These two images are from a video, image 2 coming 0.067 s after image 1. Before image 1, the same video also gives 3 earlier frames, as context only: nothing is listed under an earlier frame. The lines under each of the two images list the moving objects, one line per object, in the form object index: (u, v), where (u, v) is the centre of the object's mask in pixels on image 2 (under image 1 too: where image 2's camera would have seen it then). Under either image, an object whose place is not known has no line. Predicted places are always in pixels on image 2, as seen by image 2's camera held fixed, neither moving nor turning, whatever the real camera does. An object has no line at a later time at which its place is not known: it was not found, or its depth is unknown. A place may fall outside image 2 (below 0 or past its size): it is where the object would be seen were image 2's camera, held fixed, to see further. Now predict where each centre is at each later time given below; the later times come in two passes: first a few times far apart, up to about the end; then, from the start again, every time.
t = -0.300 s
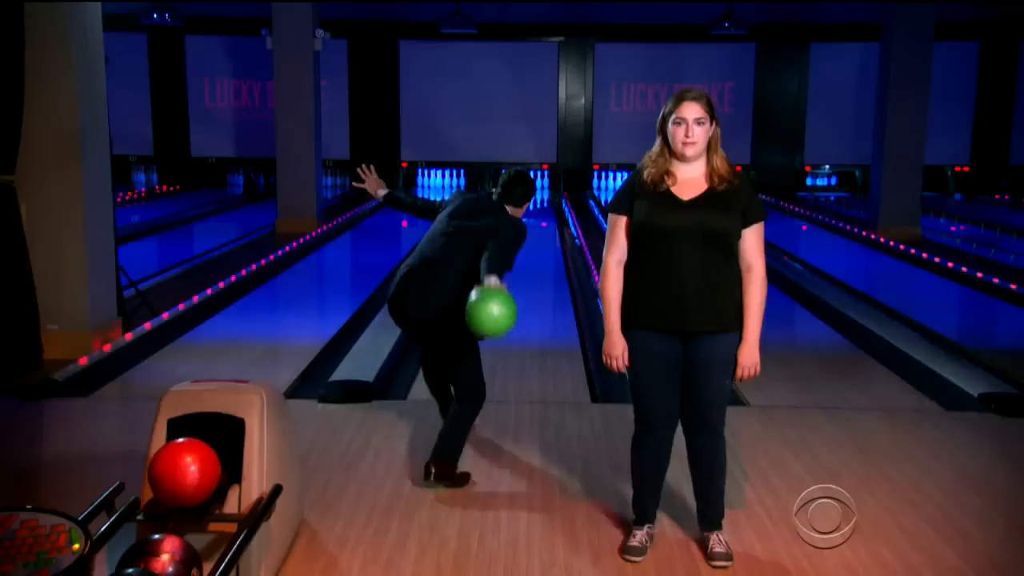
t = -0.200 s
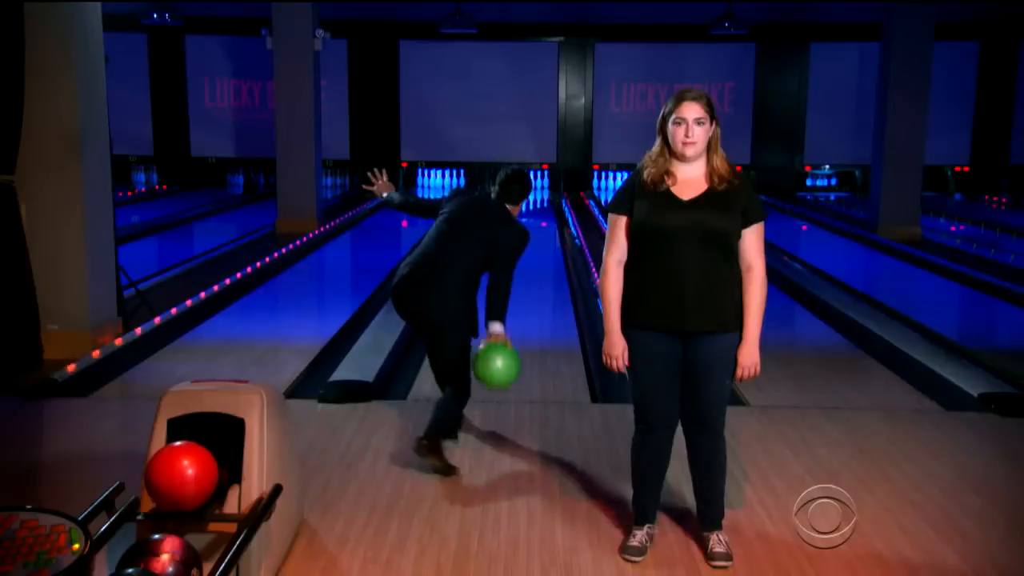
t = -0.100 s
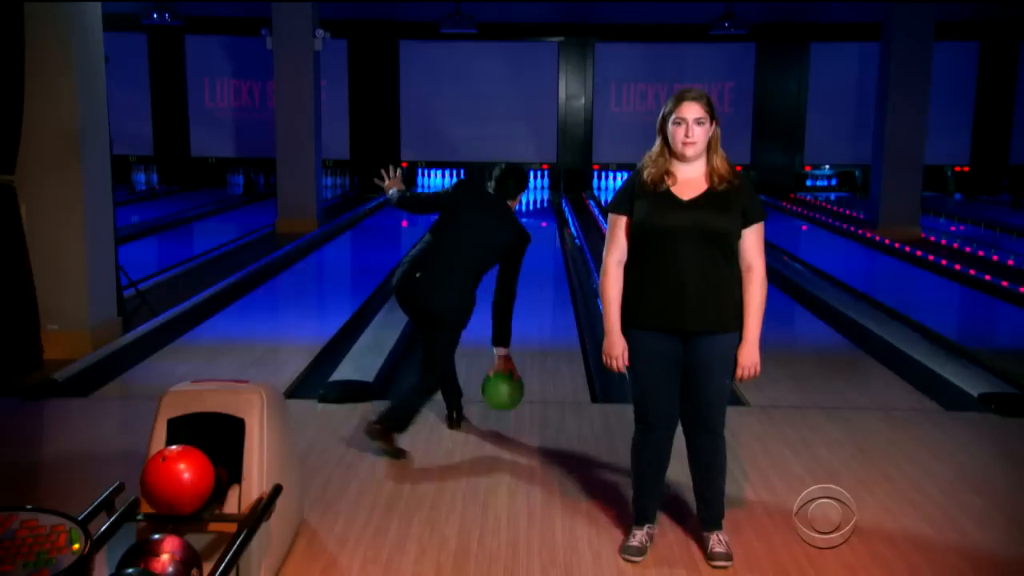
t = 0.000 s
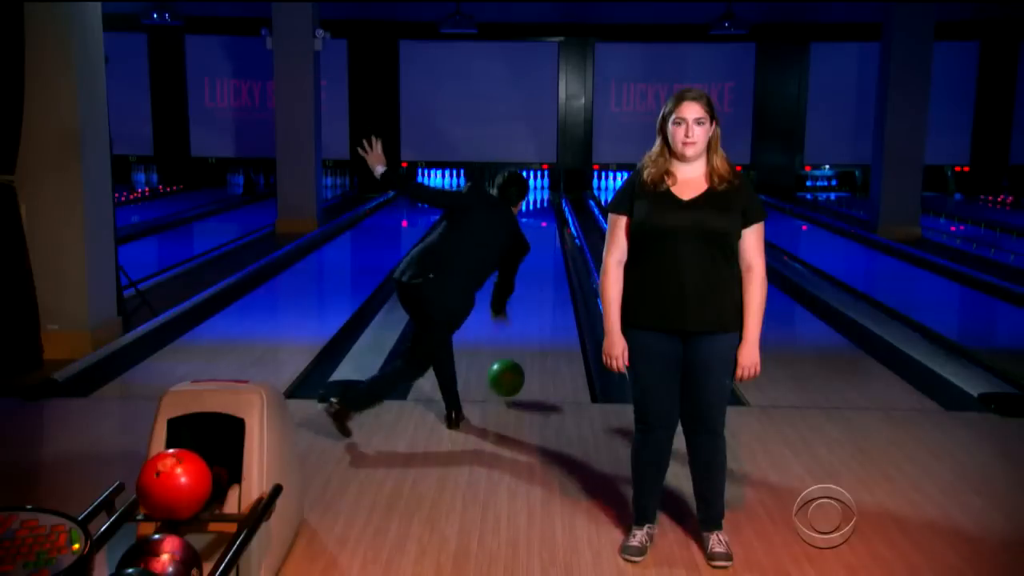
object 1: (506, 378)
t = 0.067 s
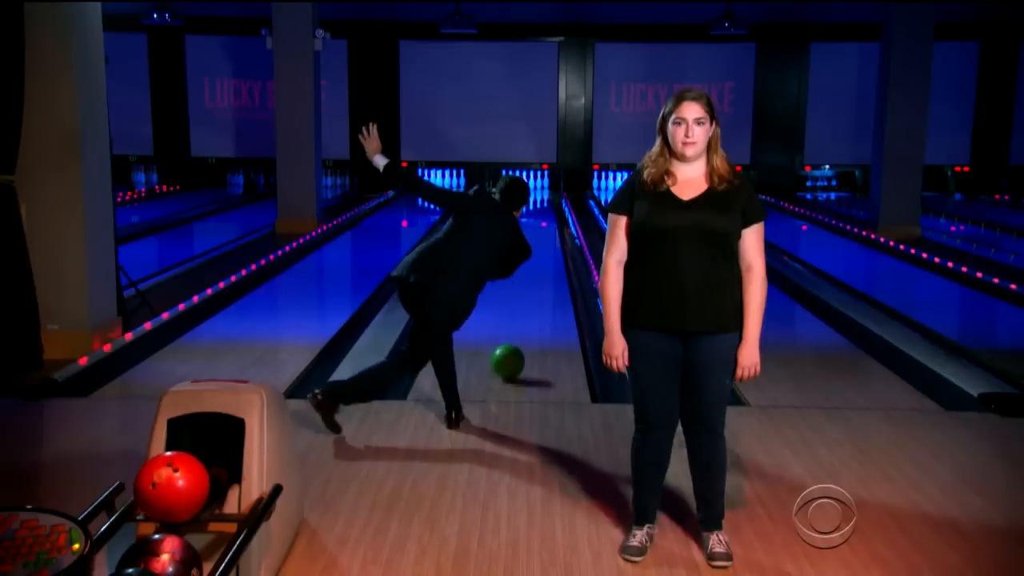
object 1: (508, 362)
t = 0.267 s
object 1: (511, 317)
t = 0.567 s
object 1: (515, 277)
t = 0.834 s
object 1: (520, 249)
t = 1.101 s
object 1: (516, 229)
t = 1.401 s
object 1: (516, 214)
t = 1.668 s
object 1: (516, 205)
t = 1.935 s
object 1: (515, 199)
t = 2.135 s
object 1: (517, 197)
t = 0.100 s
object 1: (510, 354)
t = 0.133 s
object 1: (509, 346)
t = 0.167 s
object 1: (509, 338)
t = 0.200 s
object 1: (510, 331)
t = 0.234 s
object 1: (510, 324)
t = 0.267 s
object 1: (511, 317)
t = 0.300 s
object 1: (511, 311)
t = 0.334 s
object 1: (512, 306)
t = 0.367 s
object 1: (512, 301)
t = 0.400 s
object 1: (512, 295)
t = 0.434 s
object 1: (513, 290)
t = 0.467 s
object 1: (513, 287)
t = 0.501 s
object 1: (513, 284)
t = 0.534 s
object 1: (514, 280)
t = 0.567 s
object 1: (515, 277)
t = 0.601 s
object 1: (516, 274)
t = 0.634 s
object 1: (517, 271)
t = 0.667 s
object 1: (518, 267)
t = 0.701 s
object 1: (519, 263)
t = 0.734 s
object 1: (520, 258)
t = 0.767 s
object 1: (520, 256)
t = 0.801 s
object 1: (520, 252)
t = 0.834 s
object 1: (520, 249)
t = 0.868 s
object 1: (520, 246)
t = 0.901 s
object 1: (519, 244)
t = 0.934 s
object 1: (519, 241)
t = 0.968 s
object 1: (518, 238)
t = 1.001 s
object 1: (518, 235)
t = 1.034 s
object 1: (517, 233)
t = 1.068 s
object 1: (517, 231)
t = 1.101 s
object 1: (516, 229)
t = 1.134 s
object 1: (515, 226)
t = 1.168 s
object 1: (517, 225)
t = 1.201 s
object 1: (518, 222)
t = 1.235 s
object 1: (518, 220)
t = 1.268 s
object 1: (519, 218)
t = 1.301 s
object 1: (519, 218)
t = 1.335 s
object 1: (517, 217)
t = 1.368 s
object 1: (516, 215)
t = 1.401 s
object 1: (516, 214)
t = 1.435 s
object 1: (516, 213)
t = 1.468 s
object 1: (516, 211)
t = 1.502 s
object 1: (516, 211)
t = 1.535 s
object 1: (516, 210)
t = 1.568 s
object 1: (516, 208)
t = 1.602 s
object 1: (516, 207)
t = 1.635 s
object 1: (516, 206)
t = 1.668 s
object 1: (516, 205)
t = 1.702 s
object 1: (516, 204)
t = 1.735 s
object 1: (516, 203)
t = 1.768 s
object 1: (517, 202)
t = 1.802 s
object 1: (516, 202)
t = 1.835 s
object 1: (516, 201)
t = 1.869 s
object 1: (516, 201)
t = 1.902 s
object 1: (516, 201)
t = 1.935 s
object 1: (515, 199)
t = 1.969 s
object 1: (515, 199)
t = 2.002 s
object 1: (516, 200)
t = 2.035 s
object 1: (516, 198)
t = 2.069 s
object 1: (515, 197)
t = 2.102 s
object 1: (517, 198)
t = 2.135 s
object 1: (517, 197)
